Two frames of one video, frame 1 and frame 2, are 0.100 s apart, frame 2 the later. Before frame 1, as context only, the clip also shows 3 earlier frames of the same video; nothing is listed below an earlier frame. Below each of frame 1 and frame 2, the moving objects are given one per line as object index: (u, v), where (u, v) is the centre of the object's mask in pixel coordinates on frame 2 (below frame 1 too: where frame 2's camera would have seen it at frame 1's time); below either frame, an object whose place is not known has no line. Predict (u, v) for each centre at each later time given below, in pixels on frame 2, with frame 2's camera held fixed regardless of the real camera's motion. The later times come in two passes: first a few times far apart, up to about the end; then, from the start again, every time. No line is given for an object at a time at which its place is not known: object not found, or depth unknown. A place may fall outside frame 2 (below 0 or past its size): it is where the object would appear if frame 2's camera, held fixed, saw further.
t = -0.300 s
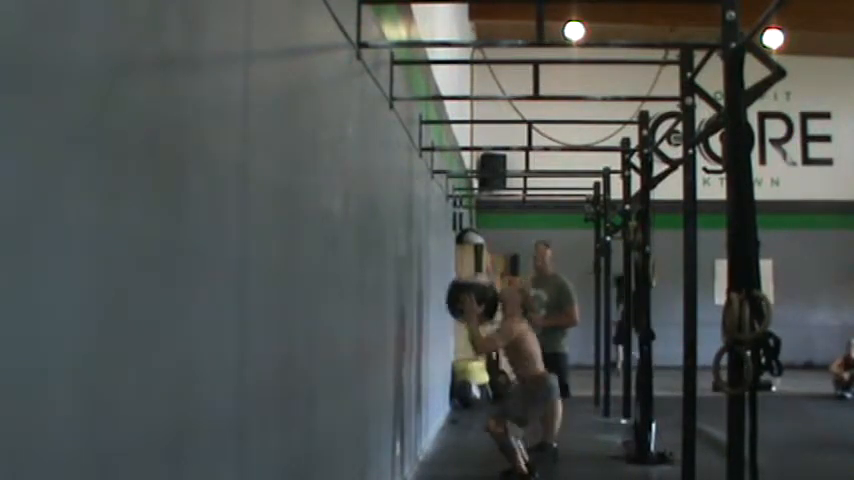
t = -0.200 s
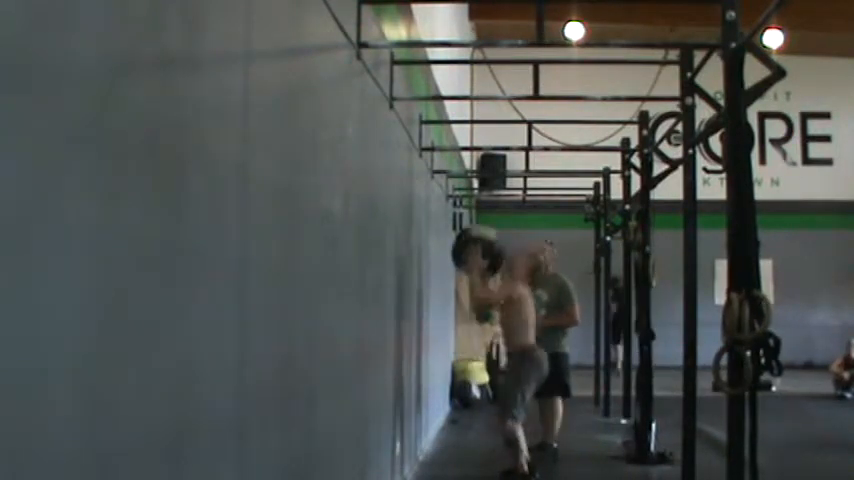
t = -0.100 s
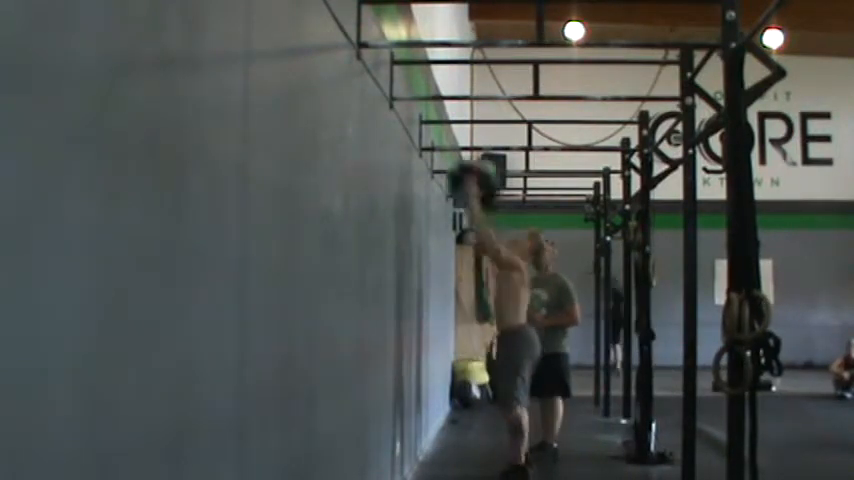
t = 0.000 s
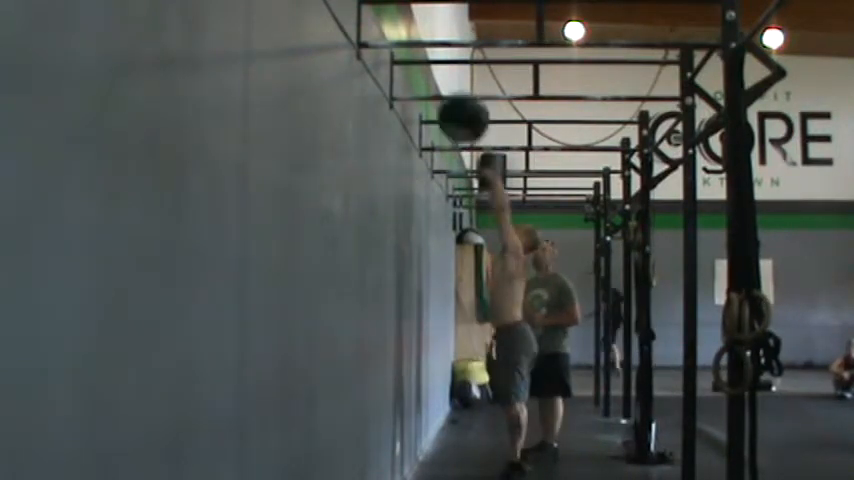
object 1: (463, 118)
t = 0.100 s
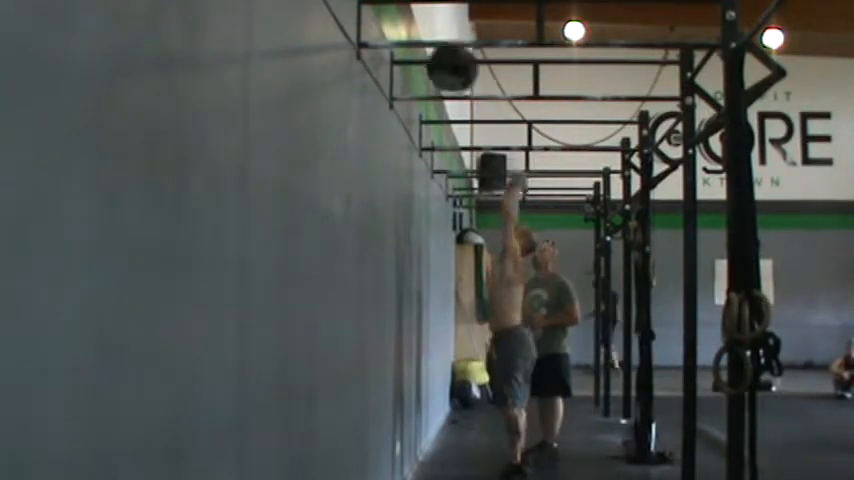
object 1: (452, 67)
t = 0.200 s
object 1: (441, 31)
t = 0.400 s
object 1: (435, 14)
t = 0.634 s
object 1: (453, 47)
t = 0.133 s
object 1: (448, 54)
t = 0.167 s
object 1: (445, 42)
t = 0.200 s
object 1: (441, 31)
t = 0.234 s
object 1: (437, 21)
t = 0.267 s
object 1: (434, 18)
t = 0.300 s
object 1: (430, 15)
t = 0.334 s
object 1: (429, 14)
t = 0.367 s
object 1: (432, 13)
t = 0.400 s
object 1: (435, 14)
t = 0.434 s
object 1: (438, 14)
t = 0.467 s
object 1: (440, 16)
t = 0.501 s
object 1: (443, 18)
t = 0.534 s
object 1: (445, 20)
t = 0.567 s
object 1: (448, 27)
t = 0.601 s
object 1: (450, 36)
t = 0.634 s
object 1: (453, 47)
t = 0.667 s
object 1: (455, 59)
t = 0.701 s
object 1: (458, 73)
